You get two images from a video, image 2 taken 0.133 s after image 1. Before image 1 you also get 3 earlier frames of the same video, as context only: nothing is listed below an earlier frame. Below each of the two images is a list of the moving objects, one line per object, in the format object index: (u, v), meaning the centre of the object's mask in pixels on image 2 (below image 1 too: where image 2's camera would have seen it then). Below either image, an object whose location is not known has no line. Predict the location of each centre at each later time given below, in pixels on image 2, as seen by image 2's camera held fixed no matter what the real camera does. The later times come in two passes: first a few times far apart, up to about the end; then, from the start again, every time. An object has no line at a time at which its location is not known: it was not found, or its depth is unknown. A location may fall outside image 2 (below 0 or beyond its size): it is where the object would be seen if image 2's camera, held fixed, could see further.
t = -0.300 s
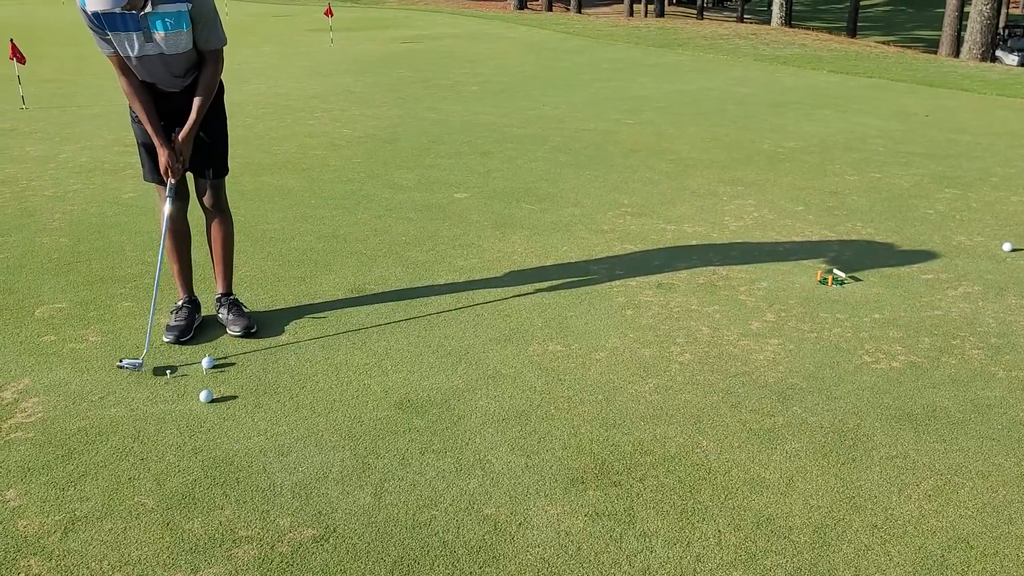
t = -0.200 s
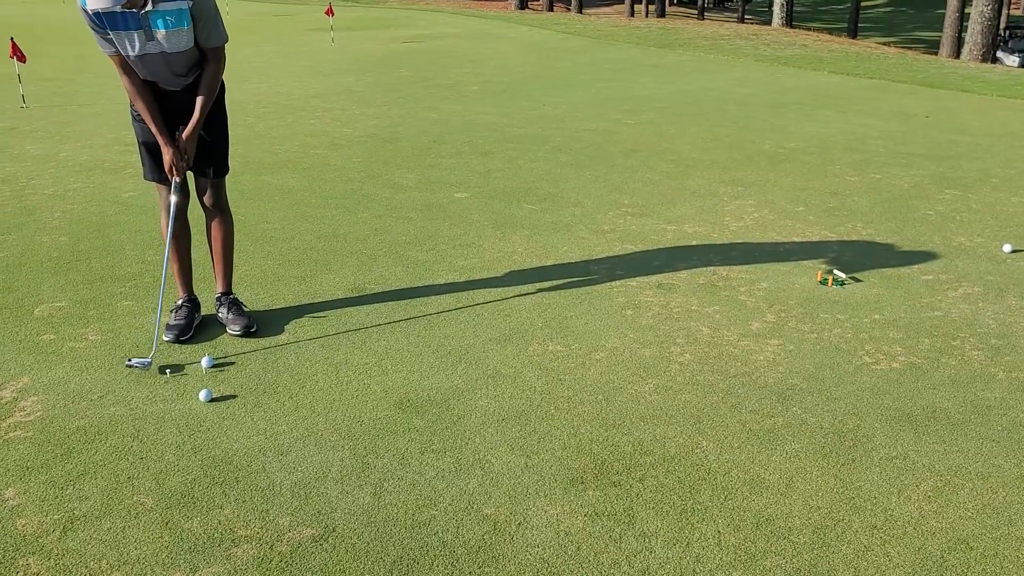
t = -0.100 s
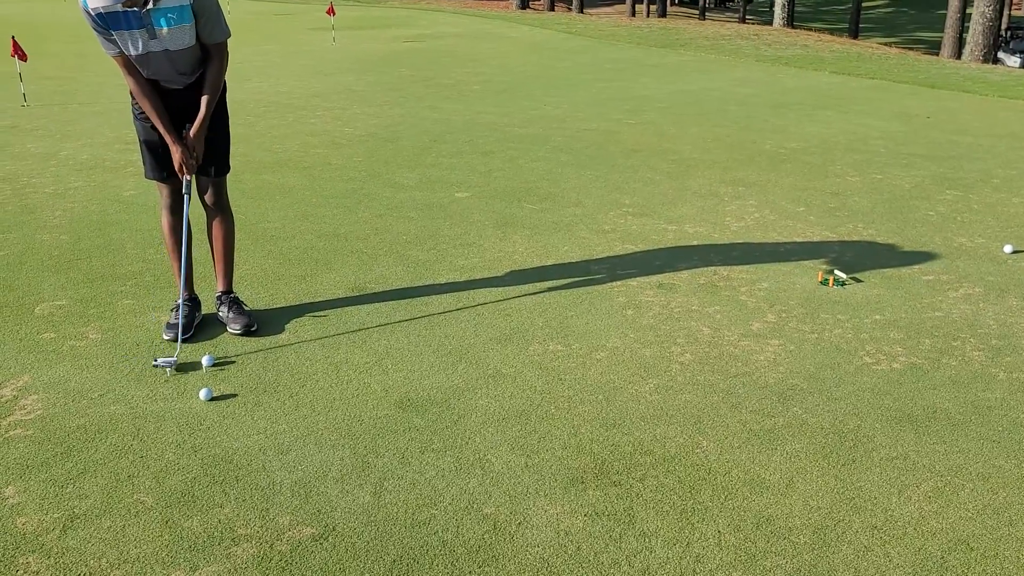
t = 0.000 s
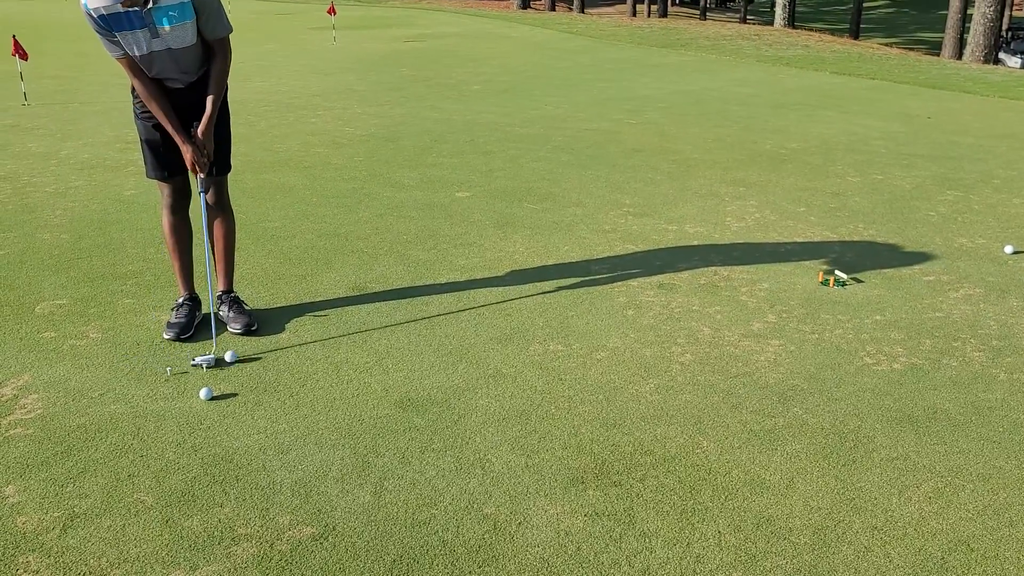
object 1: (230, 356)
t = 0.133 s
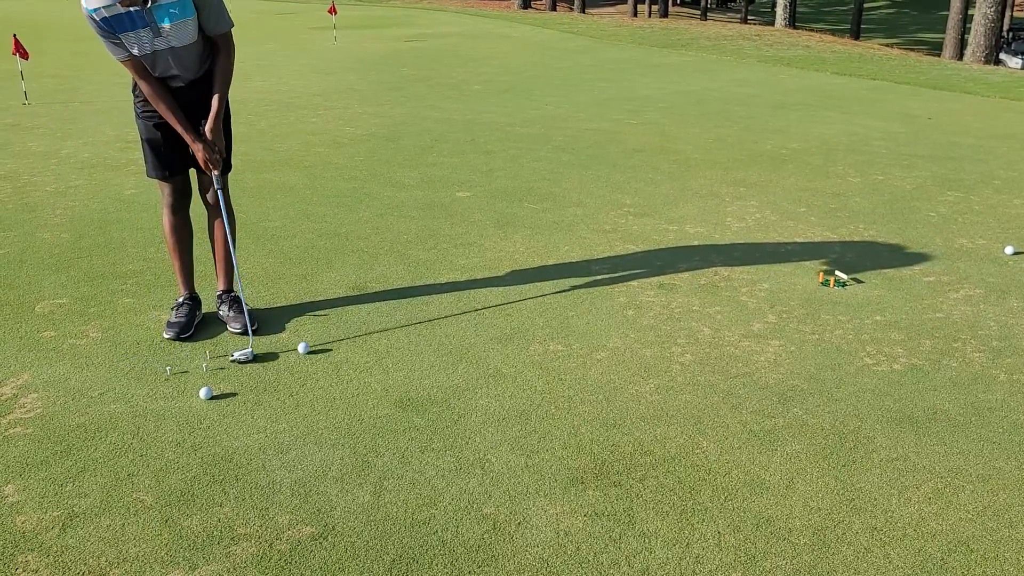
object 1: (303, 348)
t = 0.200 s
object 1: (332, 345)
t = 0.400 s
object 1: (414, 335)
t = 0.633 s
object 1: (498, 325)
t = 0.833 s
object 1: (562, 316)
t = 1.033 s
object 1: (619, 309)
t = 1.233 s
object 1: (670, 302)
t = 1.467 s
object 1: (722, 294)
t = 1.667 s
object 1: (761, 288)
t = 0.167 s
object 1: (318, 347)
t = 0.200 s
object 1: (332, 345)
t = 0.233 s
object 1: (347, 343)
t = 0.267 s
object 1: (360, 342)
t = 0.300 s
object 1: (374, 340)
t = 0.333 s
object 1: (387, 339)
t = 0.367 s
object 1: (401, 337)
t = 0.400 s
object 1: (414, 335)
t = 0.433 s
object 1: (426, 334)
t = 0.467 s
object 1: (439, 332)
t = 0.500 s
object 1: (451, 331)
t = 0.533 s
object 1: (463, 329)
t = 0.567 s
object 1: (474, 328)
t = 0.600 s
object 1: (486, 326)
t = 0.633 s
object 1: (498, 325)
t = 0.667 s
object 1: (509, 323)
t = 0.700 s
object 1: (520, 322)
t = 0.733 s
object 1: (531, 320)
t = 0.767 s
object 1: (541, 319)
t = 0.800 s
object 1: (552, 318)
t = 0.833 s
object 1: (562, 316)
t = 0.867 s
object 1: (572, 315)
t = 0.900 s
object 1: (582, 313)
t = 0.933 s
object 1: (591, 312)
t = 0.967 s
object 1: (601, 311)
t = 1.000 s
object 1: (610, 310)
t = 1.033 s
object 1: (619, 309)
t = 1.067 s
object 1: (627, 307)
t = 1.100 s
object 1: (636, 306)
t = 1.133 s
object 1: (645, 305)
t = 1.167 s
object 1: (654, 304)
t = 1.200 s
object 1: (662, 303)
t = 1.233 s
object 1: (670, 302)
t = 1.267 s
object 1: (677, 301)
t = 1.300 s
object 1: (686, 299)
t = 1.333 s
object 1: (693, 298)
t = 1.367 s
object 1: (701, 297)
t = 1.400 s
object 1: (708, 296)
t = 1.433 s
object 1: (715, 295)
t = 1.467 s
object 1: (722, 294)
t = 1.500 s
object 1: (729, 293)
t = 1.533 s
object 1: (736, 292)
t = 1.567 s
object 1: (742, 291)
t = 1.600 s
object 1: (748, 290)
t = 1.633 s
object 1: (754, 289)
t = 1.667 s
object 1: (761, 288)
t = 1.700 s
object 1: (767, 287)
